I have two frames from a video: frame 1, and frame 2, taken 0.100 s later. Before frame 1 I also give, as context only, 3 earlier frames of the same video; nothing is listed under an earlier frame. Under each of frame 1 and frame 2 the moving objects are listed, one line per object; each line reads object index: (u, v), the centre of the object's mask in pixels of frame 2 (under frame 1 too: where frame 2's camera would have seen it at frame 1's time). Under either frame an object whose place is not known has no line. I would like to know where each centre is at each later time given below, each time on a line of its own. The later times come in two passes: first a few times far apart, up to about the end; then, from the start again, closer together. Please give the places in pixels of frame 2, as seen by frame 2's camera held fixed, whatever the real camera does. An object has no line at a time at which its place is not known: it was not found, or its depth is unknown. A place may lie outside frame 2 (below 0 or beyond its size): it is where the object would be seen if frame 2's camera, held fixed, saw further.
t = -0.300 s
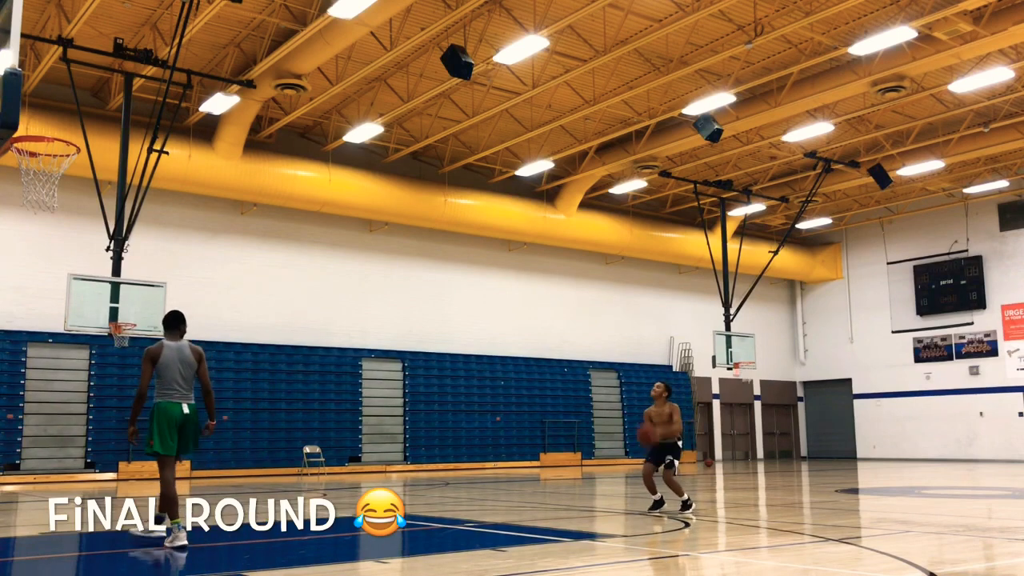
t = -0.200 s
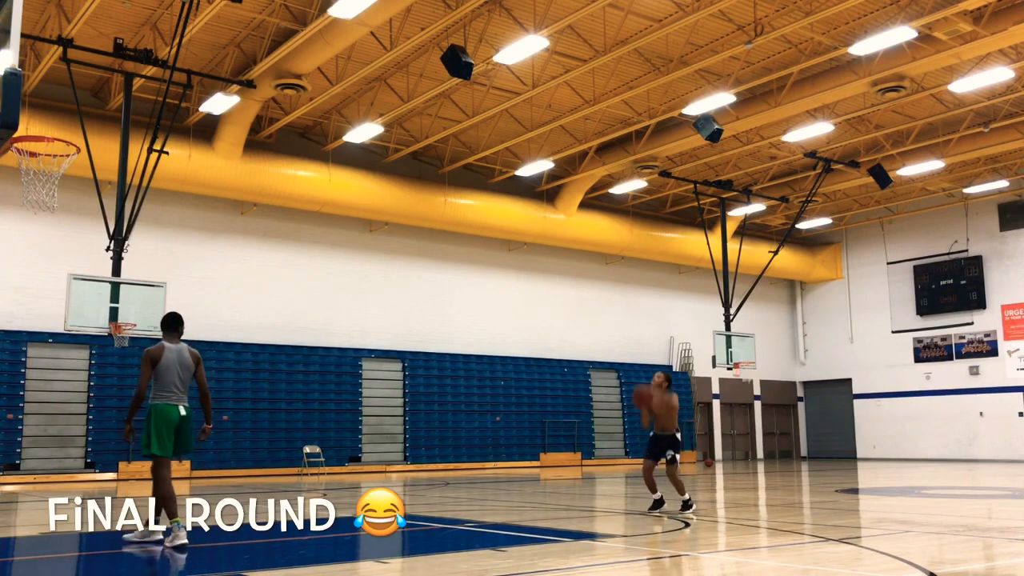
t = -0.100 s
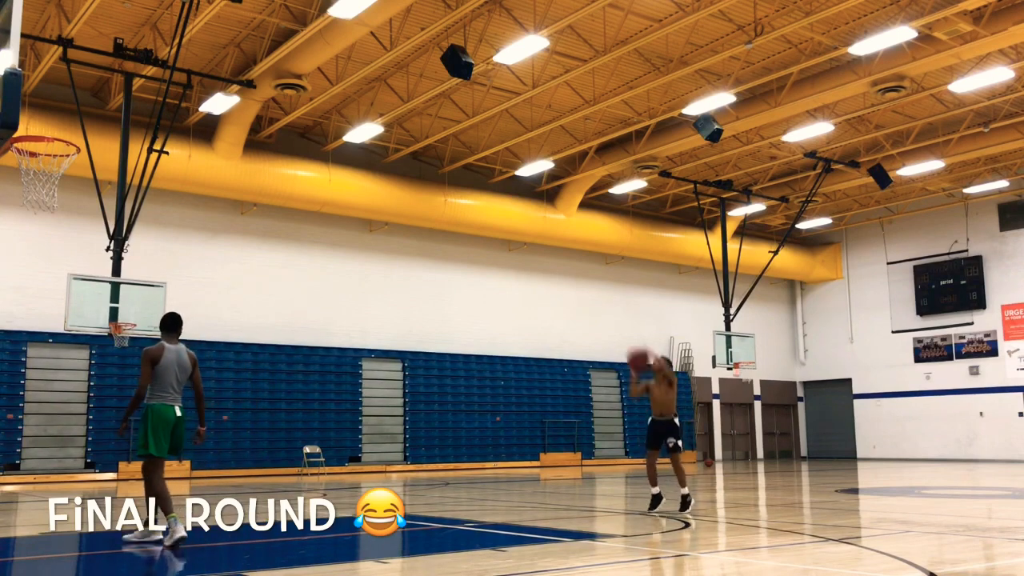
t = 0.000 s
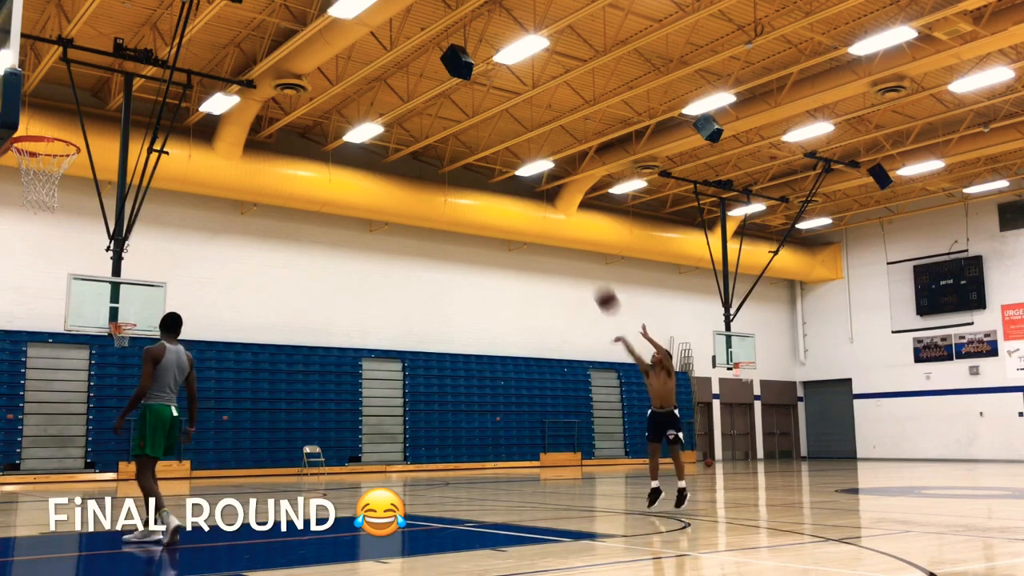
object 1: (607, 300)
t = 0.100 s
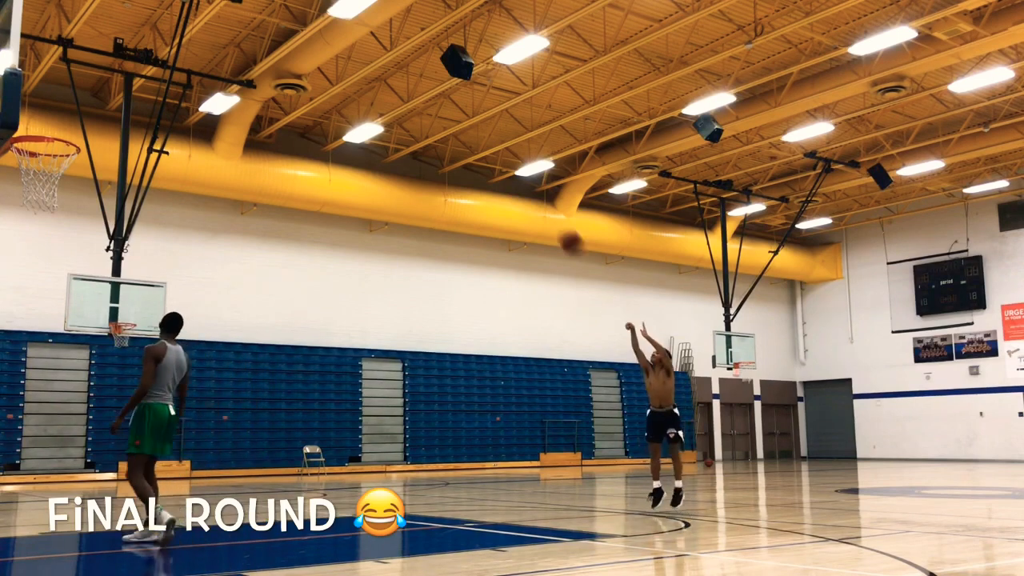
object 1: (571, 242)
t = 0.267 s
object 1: (510, 160)
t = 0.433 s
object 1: (444, 97)
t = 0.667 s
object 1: (344, 47)
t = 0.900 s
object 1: (231, 48)
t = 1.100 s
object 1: (116, 101)
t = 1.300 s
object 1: (35, 158)
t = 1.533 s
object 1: (76, 180)
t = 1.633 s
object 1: (86, 198)
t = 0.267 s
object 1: (510, 160)
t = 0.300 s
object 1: (496, 144)
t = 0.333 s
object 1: (484, 131)
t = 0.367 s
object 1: (471, 119)
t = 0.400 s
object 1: (458, 107)
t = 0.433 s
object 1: (444, 97)
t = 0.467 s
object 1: (431, 87)
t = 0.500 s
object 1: (416, 77)
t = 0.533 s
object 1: (403, 70)
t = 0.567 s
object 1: (389, 63)
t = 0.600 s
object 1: (373, 56)
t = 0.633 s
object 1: (358, 50)
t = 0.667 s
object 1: (344, 47)
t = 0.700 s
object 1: (329, 44)
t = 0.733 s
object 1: (313, 42)
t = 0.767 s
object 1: (298, 40)
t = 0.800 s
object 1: (282, 40)
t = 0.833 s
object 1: (266, 41)
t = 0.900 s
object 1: (231, 48)
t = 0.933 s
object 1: (213, 54)
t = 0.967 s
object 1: (195, 60)
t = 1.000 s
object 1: (177, 68)
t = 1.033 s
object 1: (159, 76)
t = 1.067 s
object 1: (138, 88)
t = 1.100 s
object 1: (116, 101)
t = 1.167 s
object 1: (78, 128)
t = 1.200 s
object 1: (56, 142)
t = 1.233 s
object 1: (37, 150)
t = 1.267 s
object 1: (28, 154)
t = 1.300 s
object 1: (35, 158)
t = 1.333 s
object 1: (43, 165)
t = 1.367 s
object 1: (50, 170)
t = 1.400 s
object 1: (57, 171)
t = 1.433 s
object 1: (63, 172)
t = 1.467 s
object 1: (68, 173)
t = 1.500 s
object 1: (72, 176)
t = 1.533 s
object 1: (76, 180)
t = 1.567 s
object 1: (79, 185)
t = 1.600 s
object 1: (83, 190)
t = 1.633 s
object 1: (86, 198)
